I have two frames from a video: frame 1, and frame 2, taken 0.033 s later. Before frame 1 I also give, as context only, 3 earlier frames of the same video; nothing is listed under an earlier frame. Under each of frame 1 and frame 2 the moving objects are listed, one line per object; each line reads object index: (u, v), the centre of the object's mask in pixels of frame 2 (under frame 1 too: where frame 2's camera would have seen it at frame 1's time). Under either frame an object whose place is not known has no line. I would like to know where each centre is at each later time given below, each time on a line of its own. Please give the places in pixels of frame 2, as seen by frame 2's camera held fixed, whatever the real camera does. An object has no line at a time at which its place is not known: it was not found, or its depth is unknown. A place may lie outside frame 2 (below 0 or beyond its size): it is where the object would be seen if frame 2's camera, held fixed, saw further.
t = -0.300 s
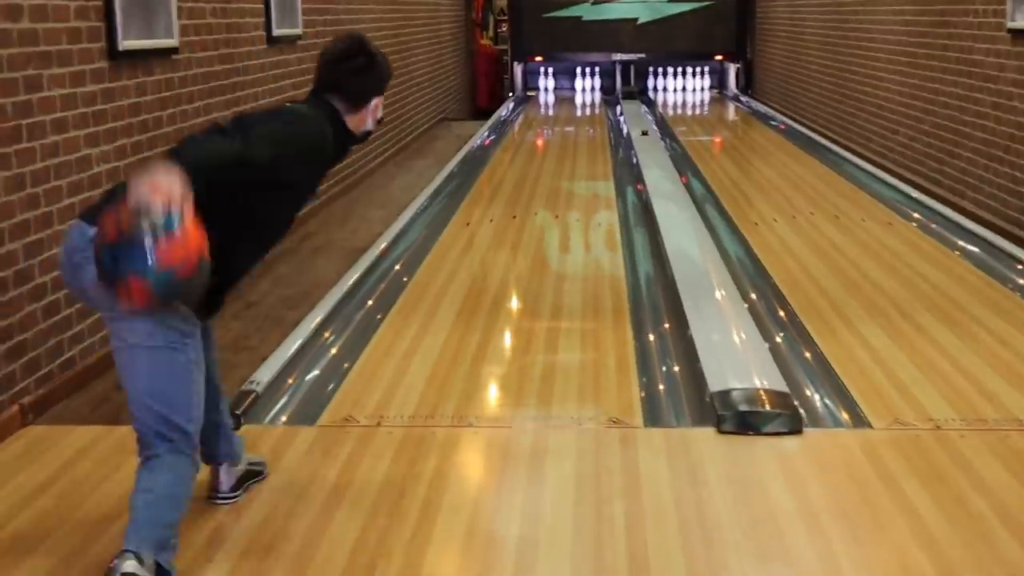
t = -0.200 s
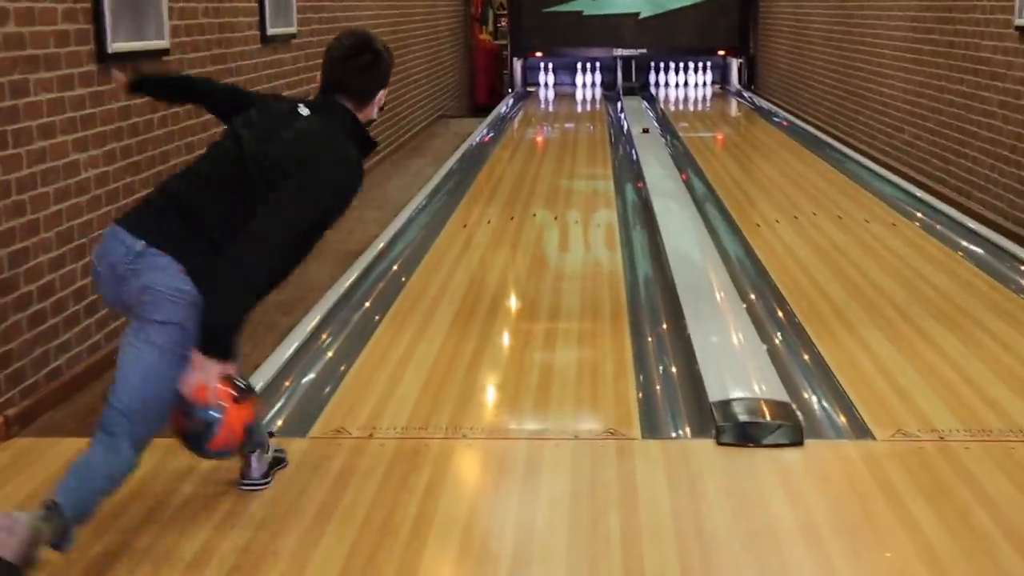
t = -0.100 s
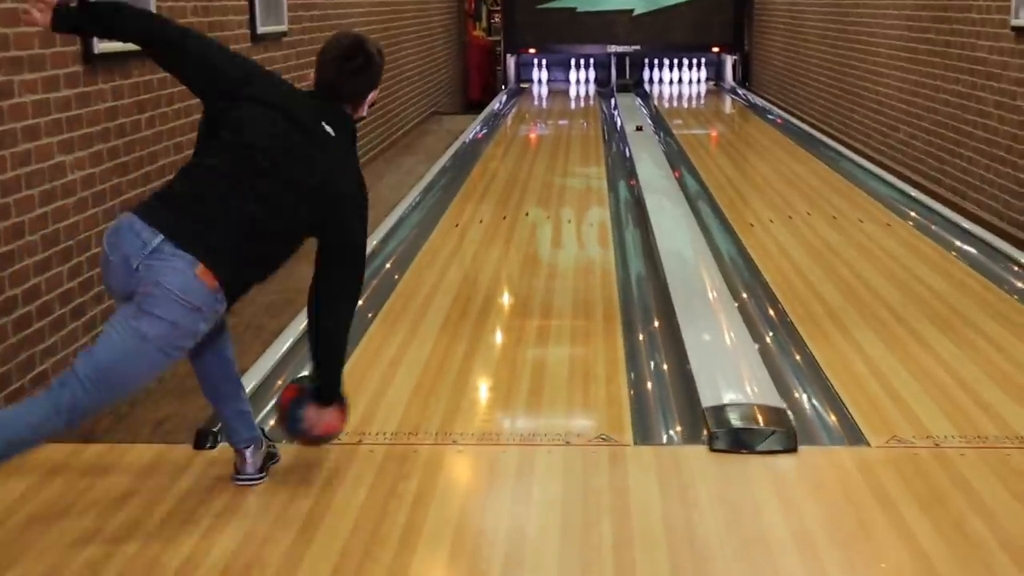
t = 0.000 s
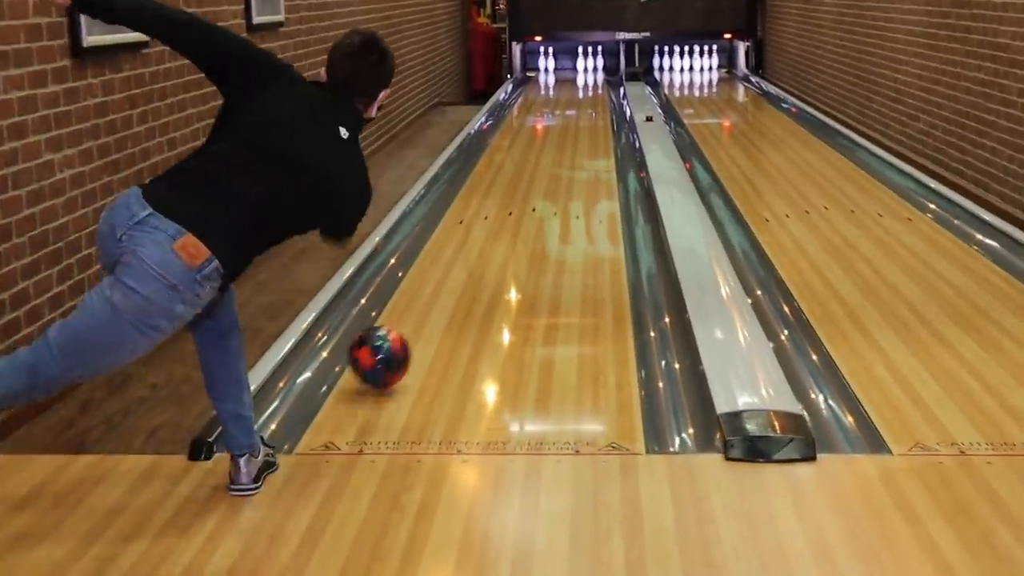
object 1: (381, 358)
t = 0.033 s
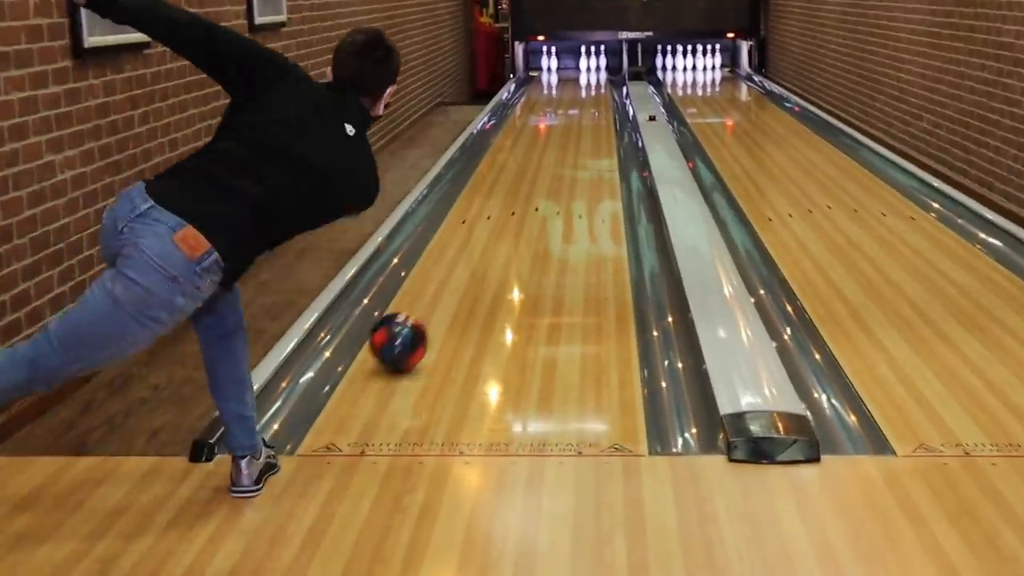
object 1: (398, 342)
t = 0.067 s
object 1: (413, 323)
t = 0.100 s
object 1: (426, 307)
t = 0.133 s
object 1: (439, 292)
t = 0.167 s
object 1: (450, 279)
